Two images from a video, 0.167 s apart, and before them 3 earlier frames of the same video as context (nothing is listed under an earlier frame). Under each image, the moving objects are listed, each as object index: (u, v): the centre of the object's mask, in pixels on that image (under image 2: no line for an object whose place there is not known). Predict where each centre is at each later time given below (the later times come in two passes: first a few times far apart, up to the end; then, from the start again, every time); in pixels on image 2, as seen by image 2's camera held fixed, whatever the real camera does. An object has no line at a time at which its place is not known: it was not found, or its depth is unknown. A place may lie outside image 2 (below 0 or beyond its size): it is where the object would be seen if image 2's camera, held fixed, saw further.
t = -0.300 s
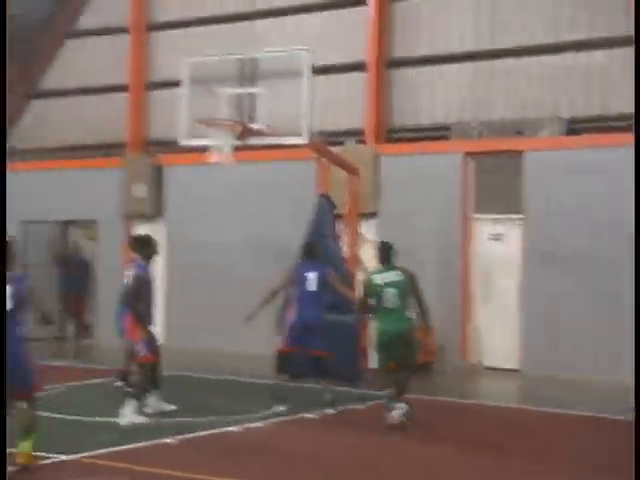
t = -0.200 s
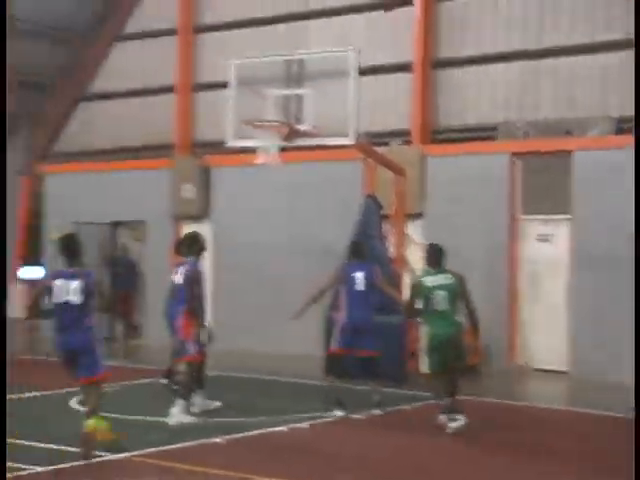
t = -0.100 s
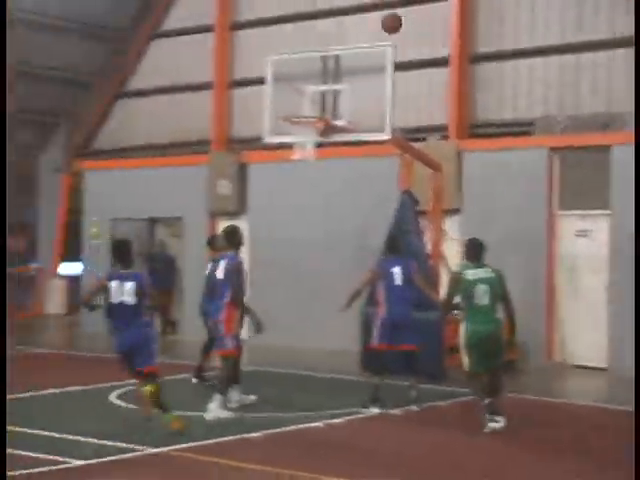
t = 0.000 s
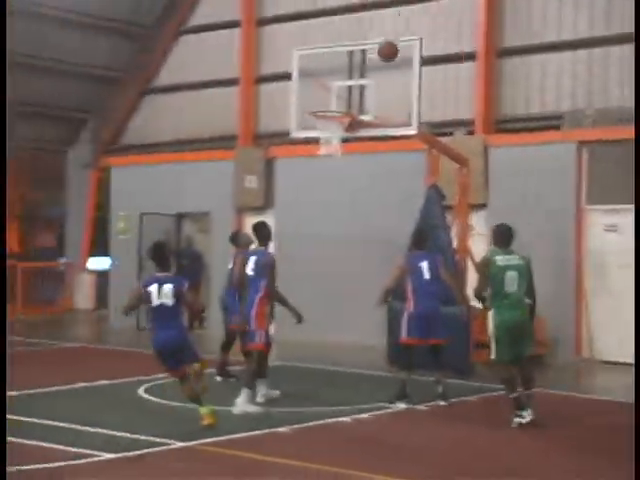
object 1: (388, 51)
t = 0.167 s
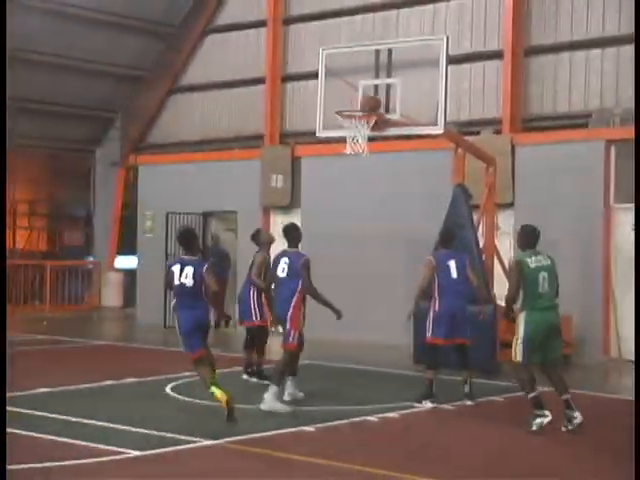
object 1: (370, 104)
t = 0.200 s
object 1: (360, 102)
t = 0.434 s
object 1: (292, 86)
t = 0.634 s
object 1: (230, 112)
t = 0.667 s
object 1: (220, 120)
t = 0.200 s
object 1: (360, 102)
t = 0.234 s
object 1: (350, 97)
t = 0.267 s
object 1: (341, 92)
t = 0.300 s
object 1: (331, 90)
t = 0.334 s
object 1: (322, 88)
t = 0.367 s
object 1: (311, 87)
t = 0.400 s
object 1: (301, 87)
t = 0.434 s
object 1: (292, 86)
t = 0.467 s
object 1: (281, 89)
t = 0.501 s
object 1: (270, 94)
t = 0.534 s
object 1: (260, 96)
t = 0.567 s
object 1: (250, 100)
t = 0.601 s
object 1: (240, 106)
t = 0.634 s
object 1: (230, 112)
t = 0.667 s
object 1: (220, 120)
